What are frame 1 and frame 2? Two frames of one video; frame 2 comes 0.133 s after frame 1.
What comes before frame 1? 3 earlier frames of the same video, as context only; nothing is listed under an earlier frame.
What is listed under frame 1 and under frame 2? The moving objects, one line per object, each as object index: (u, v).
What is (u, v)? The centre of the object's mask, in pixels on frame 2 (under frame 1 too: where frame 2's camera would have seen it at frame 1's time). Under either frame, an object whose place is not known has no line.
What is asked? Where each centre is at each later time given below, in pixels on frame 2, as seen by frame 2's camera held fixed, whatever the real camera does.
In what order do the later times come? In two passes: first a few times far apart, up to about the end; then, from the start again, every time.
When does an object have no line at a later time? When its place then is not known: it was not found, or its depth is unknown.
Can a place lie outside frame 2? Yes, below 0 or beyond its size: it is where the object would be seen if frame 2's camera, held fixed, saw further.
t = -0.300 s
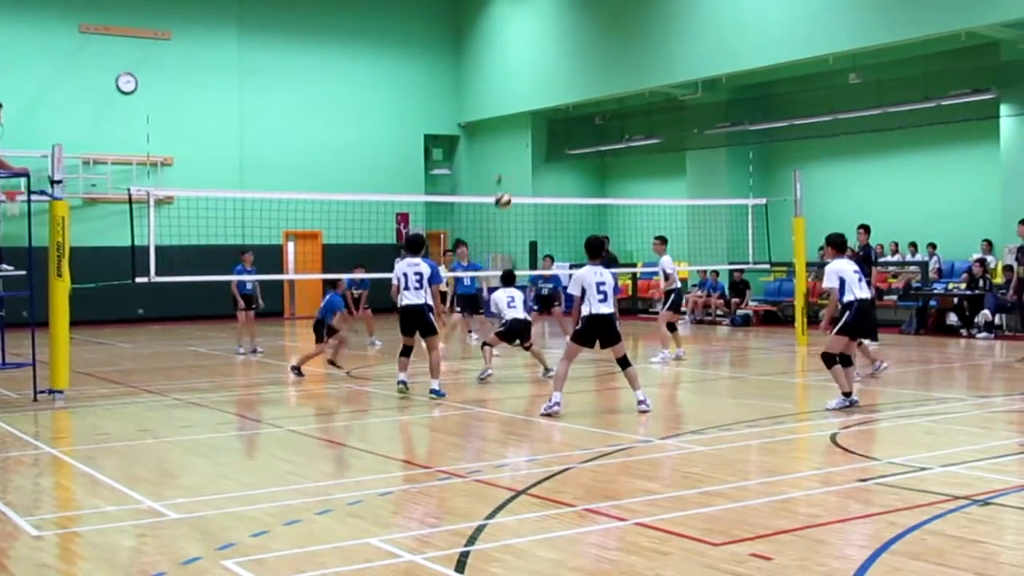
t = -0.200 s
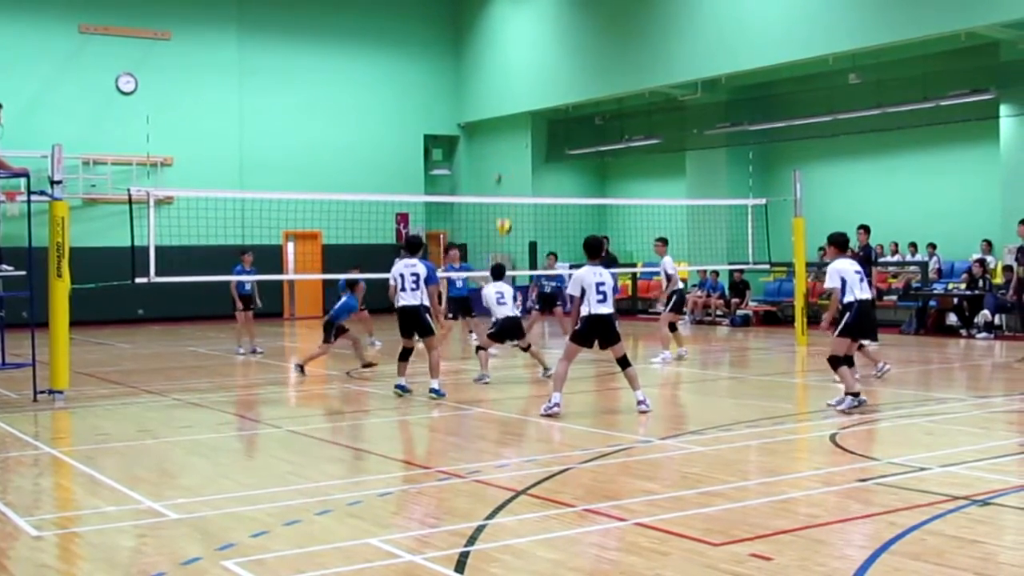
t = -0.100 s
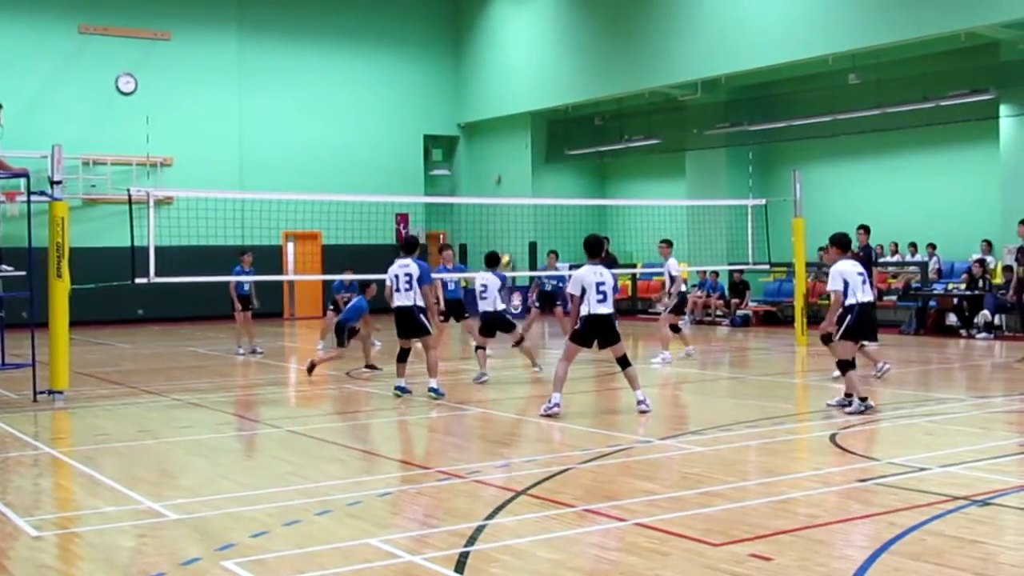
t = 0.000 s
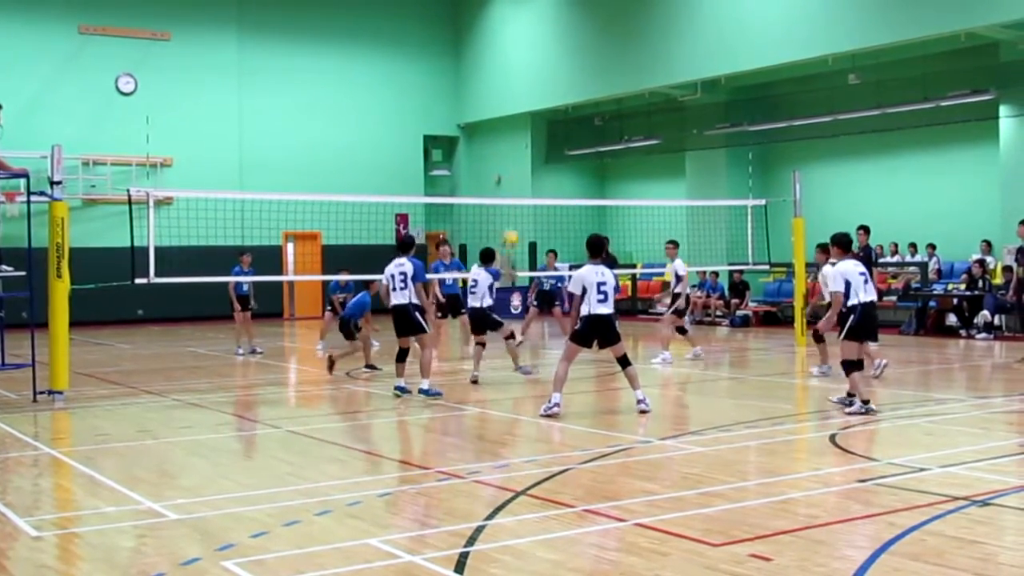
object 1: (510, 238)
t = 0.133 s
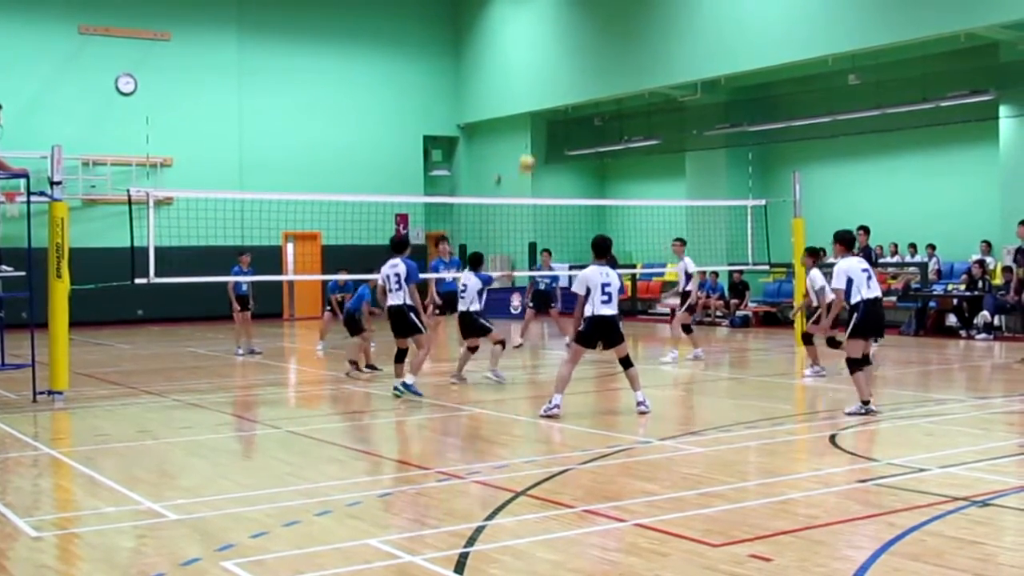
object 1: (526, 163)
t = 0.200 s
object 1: (534, 131)
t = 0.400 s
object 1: (556, 63)
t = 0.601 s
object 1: (578, 26)
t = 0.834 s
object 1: (604, 24)
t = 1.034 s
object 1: (627, 51)
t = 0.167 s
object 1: (531, 146)
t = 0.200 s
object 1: (534, 131)
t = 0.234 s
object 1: (539, 117)
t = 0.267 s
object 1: (541, 105)
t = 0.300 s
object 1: (545, 93)
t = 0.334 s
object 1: (548, 82)
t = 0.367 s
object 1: (551, 72)
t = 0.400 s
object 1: (556, 63)
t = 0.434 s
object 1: (560, 54)
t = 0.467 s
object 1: (564, 46)
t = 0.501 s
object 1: (568, 40)
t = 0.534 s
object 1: (571, 34)
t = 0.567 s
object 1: (574, 30)
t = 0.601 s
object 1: (578, 26)
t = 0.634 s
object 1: (581, 23)
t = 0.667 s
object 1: (585, 21)
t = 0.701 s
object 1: (589, 19)
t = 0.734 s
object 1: (593, 19)
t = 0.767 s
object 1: (597, 20)
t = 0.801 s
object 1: (600, 21)
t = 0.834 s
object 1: (604, 24)
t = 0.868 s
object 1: (608, 27)
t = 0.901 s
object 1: (611, 30)
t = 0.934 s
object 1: (614, 34)
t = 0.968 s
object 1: (617, 40)
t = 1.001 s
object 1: (622, 45)
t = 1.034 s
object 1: (627, 51)
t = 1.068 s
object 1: (628, 60)
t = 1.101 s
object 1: (632, 67)
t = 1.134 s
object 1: (635, 76)
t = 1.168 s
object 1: (640, 84)
